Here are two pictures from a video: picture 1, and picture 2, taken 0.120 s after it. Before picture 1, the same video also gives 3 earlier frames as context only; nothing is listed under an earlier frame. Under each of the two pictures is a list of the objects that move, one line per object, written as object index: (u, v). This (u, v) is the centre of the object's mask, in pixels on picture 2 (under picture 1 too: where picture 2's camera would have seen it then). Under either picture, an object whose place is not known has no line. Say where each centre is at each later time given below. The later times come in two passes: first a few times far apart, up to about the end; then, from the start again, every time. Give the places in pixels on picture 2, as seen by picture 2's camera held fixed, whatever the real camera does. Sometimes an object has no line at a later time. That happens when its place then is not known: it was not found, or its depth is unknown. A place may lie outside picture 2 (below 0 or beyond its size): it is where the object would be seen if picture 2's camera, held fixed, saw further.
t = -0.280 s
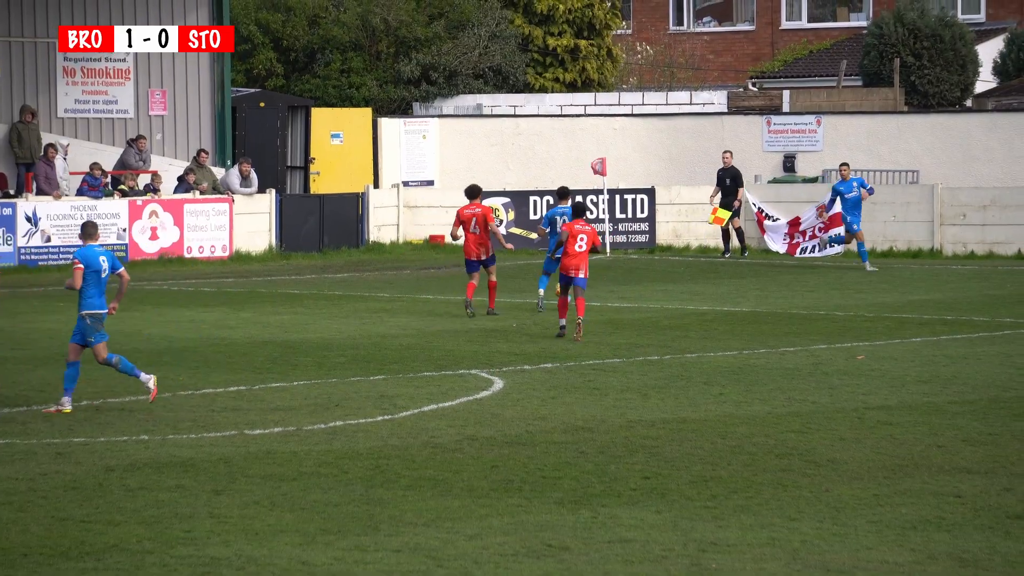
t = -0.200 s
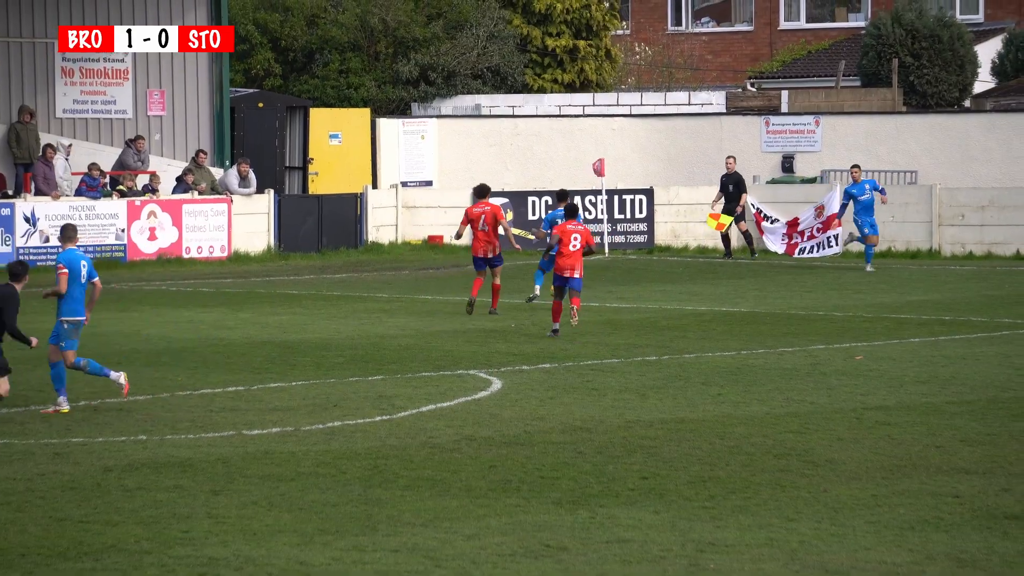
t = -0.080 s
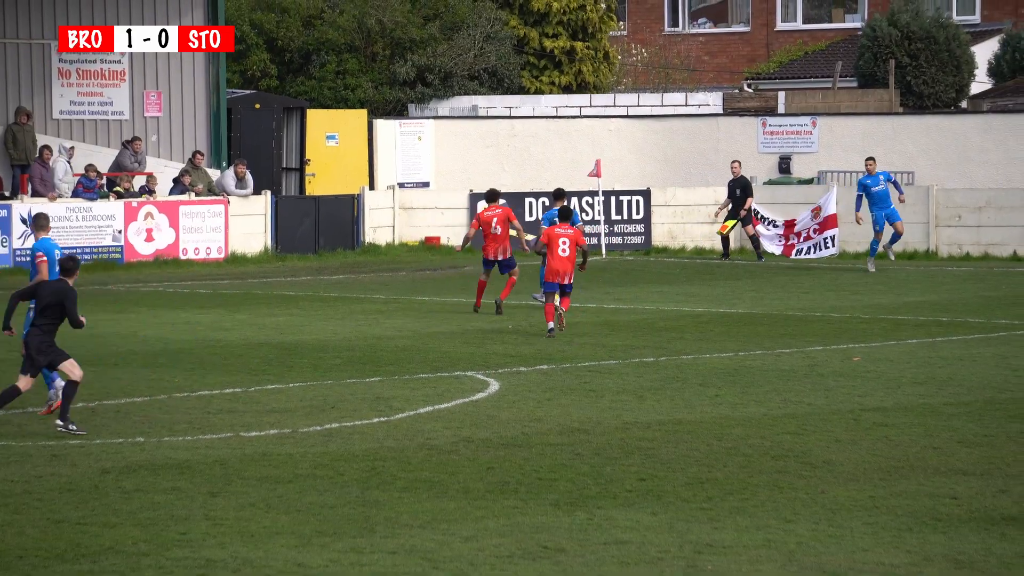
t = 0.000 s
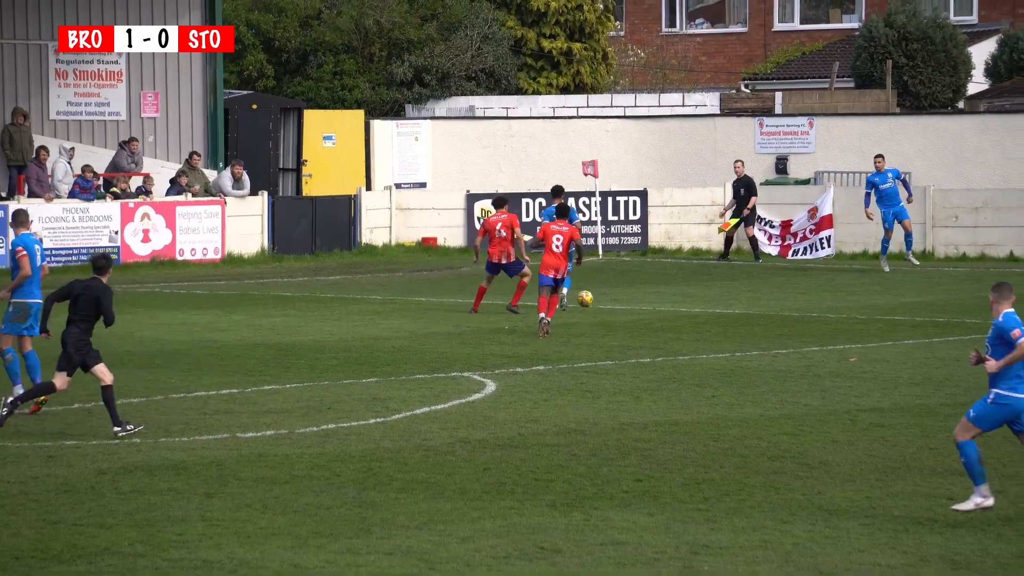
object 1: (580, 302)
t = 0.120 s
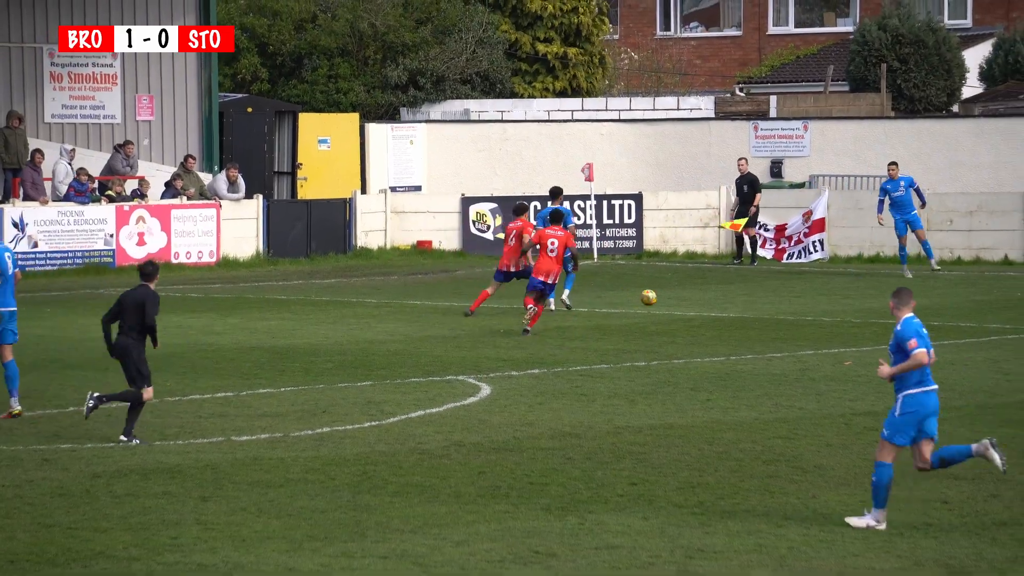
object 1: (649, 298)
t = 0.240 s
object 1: (714, 298)
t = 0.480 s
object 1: (824, 294)
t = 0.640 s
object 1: (884, 290)
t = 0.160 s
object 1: (671, 298)
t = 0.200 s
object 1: (694, 299)
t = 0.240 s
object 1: (714, 298)
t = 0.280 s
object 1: (733, 296)
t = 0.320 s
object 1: (748, 294)
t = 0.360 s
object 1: (771, 294)
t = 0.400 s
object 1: (789, 295)
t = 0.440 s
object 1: (807, 294)
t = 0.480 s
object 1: (824, 294)
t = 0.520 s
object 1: (840, 293)
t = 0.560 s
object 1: (856, 293)
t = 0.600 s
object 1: (870, 292)
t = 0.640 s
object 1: (884, 290)
